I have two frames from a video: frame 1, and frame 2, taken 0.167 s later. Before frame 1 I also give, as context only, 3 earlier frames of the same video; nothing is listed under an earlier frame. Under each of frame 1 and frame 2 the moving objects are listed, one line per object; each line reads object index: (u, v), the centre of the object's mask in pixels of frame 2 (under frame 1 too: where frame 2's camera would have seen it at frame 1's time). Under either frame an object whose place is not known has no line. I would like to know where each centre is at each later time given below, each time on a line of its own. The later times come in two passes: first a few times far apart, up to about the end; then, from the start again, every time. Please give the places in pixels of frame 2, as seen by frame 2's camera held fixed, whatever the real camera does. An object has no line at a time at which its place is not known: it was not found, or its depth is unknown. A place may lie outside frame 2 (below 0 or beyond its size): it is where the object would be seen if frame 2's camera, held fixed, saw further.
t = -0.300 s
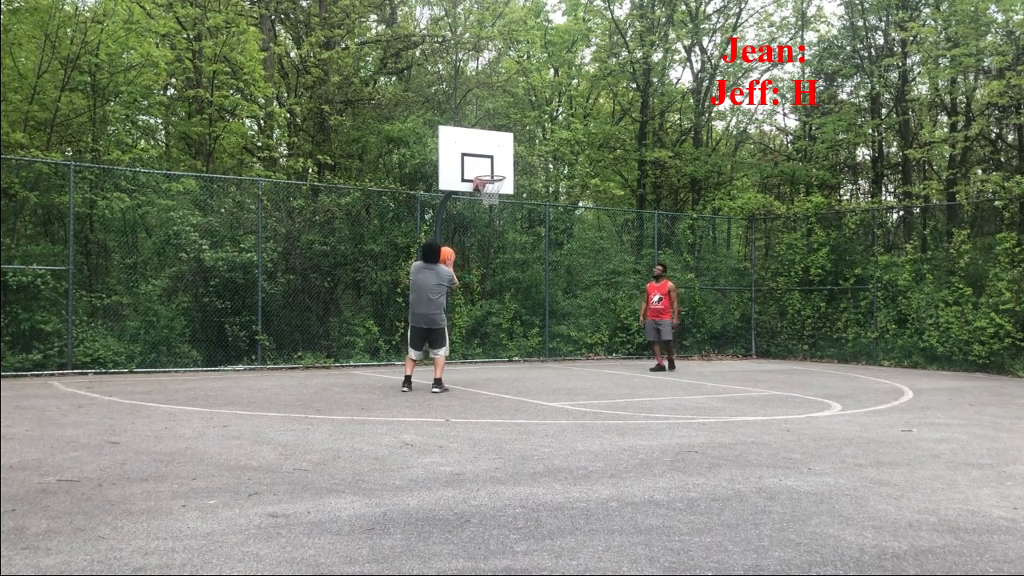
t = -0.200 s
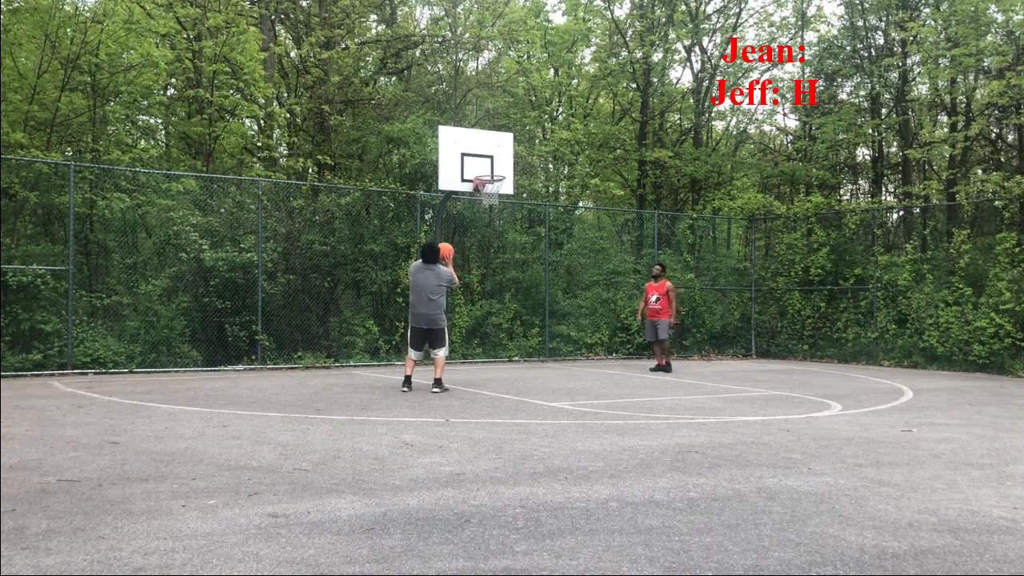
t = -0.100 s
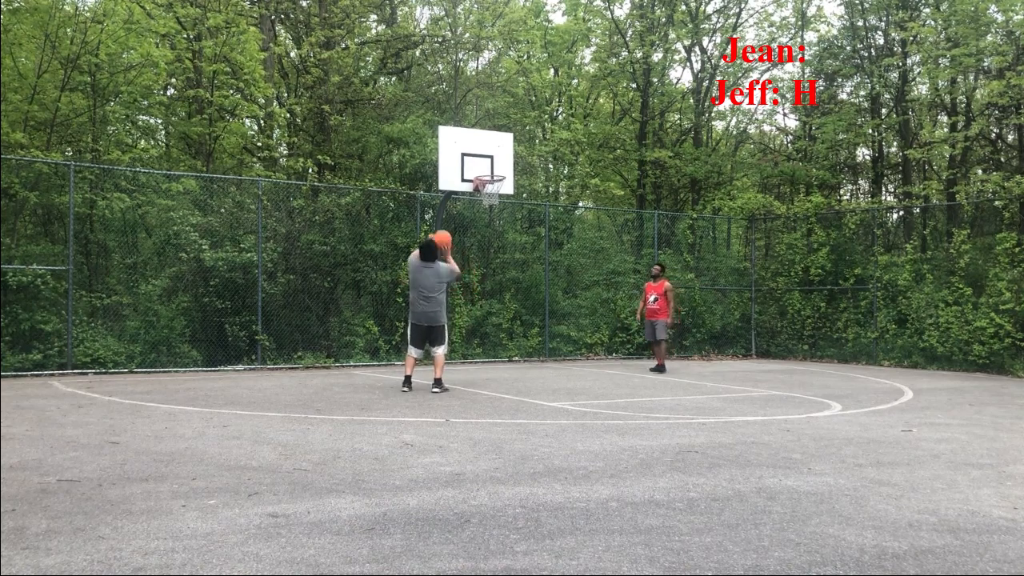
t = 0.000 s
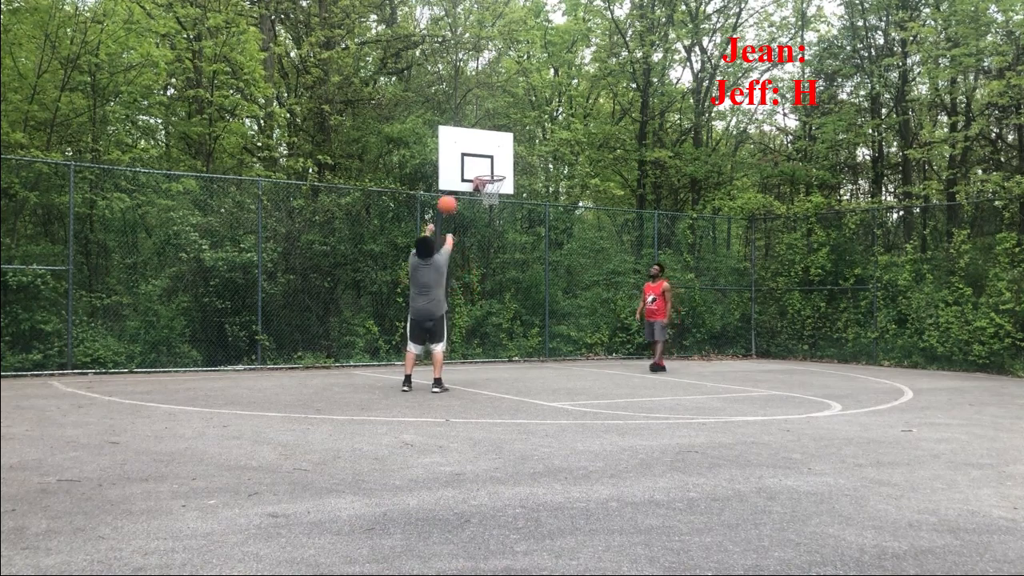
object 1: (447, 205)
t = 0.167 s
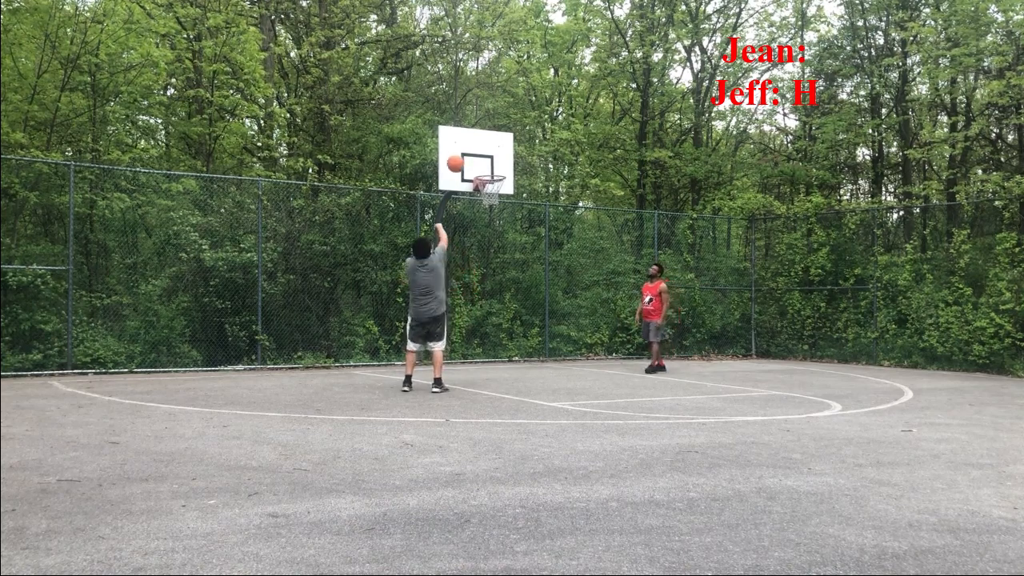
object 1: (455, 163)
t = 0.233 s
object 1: (458, 154)
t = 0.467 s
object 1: (468, 145)
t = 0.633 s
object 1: (475, 160)
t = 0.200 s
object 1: (457, 158)
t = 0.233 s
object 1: (458, 154)
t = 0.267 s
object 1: (460, 150)
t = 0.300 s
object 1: (461, 147)
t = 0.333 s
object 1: (463, 145)
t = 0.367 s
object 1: (464, 144)
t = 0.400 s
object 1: (466, 144)
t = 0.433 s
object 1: (467, 144)
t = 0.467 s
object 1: (468, 145)
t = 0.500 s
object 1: (469, 146)
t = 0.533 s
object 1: (471, 148)
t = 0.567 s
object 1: (472, 152)
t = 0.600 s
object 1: (473, 155)
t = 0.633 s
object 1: (475, 160)
